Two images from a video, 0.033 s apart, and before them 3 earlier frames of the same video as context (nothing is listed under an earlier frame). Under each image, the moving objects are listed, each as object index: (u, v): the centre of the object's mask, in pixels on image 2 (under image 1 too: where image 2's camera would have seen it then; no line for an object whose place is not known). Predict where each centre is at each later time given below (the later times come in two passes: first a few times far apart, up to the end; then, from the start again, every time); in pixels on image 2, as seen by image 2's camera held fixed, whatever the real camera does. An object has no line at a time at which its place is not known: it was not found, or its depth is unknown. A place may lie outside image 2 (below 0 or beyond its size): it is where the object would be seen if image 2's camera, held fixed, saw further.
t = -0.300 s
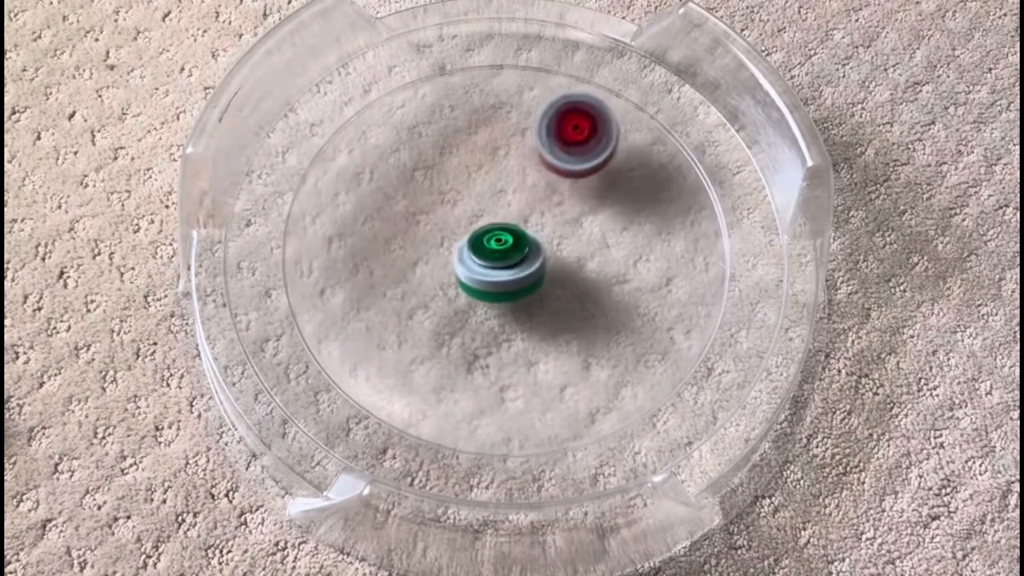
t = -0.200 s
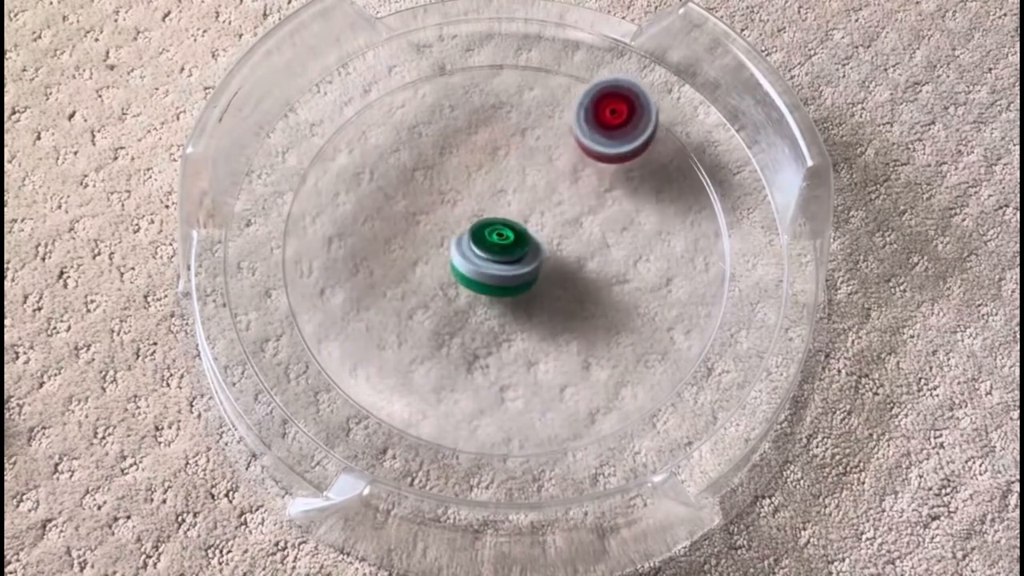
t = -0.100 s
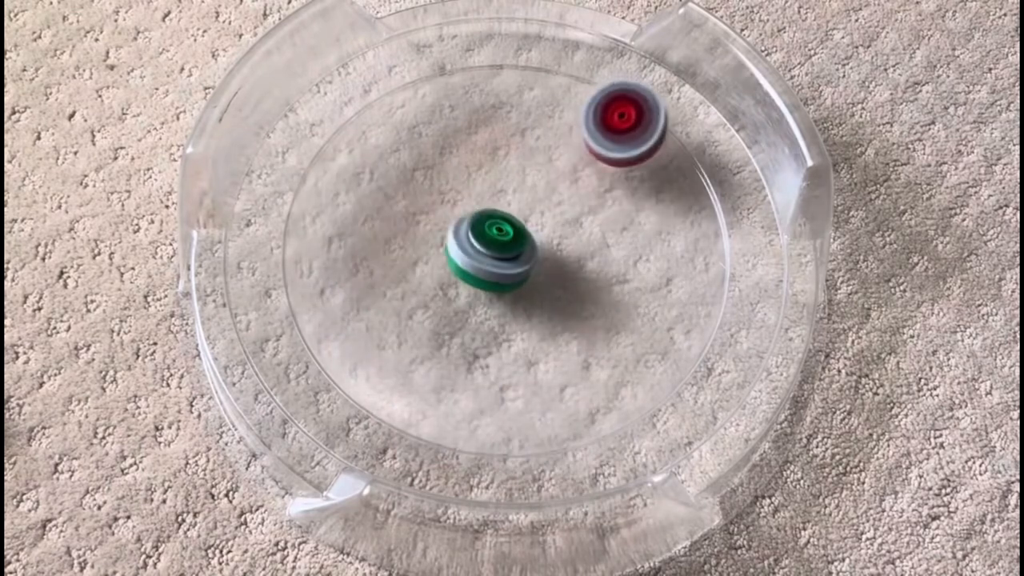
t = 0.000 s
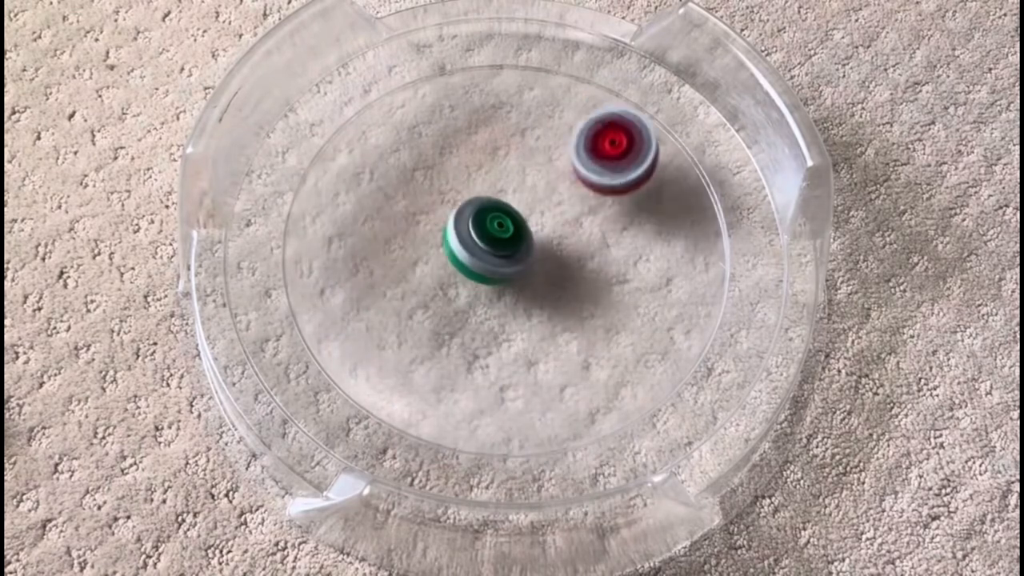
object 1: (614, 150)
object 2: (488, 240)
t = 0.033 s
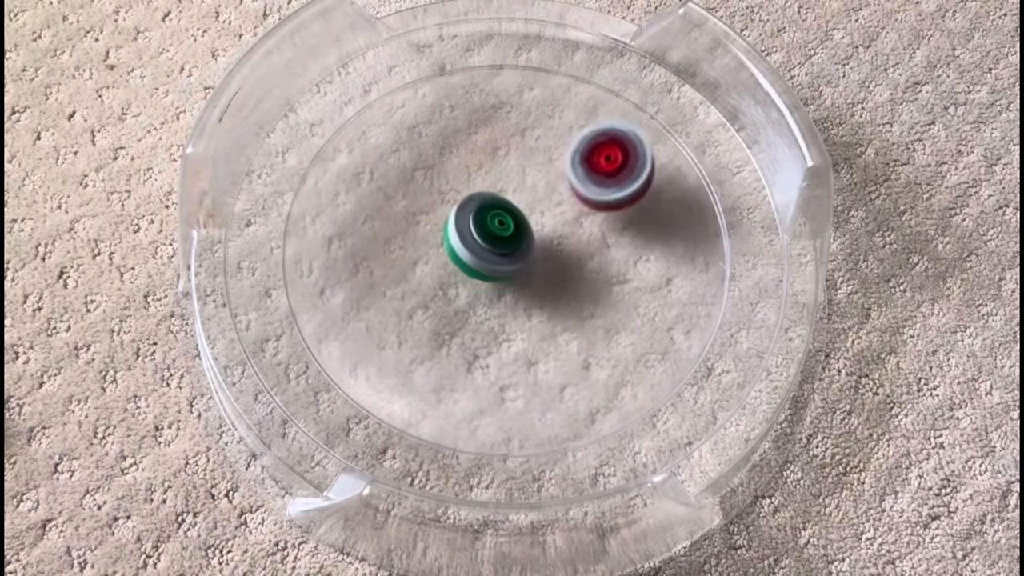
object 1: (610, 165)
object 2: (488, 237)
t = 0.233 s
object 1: (583, 259)
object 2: (502, 219)
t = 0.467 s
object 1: (531, 356)
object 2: (529, 222)
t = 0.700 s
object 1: (496, 383)
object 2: (538, 249)
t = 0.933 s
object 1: (399, 322)
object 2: (563, 233)
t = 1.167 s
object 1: (326, 256)
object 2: (561, 202)
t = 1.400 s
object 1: (362, 176)
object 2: (546, 209)
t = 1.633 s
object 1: (447, 133)
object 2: (540, 231)
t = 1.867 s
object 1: (478, 102)
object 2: (619, 362)
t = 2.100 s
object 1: (571, 221)
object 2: (572, 304)
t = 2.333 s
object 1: (599, 147)
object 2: (465, 370)
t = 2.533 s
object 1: (532, 150)
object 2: (482, 302)
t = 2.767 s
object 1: (486, 146)
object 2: (547, 218)
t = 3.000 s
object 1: (466, 171)
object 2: (594, 206)
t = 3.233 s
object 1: (435, 212)
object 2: (551, 243)
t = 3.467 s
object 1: (393, 172)
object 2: (524, 264)
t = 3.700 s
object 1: (433, 171)
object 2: (524, 254)
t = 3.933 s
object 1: (485, 204)
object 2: (530, 301)
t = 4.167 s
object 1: (489, 230)
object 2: (493, 324)
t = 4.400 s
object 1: (511, 200)
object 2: (481, 305)
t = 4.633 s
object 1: (484, 196)
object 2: (505, 275)
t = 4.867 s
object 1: (479, 191)
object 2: (527, 269)
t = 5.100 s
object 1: (481, 197)
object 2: (517, 268)
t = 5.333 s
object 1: (480, 195)
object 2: (516, 268)
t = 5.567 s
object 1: (473, 197)
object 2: (506, 270)
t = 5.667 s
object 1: (475, 197)
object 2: (505, 270)
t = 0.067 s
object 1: (607, 183)
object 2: (488, 234)
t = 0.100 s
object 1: (603, 198)
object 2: (490, 230)
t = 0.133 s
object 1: (598, 213)
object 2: (492, 226)
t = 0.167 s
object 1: (594, 229)
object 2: (495, 223)
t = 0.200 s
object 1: (589, 244)
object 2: (498, 220)
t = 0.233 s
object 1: (583, 259)
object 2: (502, 219)
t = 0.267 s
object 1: (578, 274)
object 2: (506, 218)
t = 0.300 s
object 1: (571, 289)
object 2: (511, 218)
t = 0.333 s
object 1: (564, 302)
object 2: (515, 217)
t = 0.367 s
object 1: (557, 317)
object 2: (519, 217)
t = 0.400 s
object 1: (549, 330)
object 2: (522, 217)
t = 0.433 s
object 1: (540, 344)
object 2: (526, 220)
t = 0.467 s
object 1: (531, 356)
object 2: (529, 222)
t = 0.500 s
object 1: (523, 369)
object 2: (533, 225)
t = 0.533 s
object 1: (516, 380)
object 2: (535, 228)
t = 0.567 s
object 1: (509, 389)
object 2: (537, 231)
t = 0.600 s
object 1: (506, 392)
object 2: (539, 235)
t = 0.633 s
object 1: (503, 392)
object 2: (539, 239)
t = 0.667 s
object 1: (500, 389)
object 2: (539, 245)
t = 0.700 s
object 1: (496, 383)
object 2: (538, 249)
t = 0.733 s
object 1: (492, 374)
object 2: (536, 254)
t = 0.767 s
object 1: (486, 361)
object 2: (535, 260)
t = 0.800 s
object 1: (479, 346)
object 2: (531, 264)
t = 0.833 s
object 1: (469, 332)
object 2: (527, 267)
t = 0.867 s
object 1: (439, 332)
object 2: (540, 256)
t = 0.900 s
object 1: (415, 327)
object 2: (553, 244)
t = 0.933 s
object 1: (399, 322)
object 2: (563, 233)
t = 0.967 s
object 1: (386, 318)
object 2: (571, 224)
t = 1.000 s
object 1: (372, 313)
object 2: (573, 217)
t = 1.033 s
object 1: (359, 303)
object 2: (574, 211)
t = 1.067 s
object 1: (347, 292)
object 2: (572, 207)
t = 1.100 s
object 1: (338, 282)
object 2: (569, 205)
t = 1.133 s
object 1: (331, 270)
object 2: (564, 203)
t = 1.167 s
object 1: (326, 256)
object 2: (561, 202)
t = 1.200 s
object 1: (324, 243)
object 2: (559, 203)
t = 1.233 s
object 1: (325, 230)
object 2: (557, 203)
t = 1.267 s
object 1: (328, 217)
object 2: (555, 204)
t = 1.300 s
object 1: (334, 205)
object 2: (554, 205)
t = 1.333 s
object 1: (341, 194)
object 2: (552, 206)
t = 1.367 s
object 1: (350, 184)
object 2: (549, 207)
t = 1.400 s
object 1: (362, 176)
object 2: (546, 209)
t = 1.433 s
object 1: (374, 169)
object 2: (543, 209)
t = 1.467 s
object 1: (388, 164)
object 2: (539, 210)
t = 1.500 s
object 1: (402, 161)
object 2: (536, 209)
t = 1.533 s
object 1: (417, 158)
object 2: (533, 210)
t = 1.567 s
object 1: (432, 158)
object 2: (530, 209)
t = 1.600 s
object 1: (449, 159)
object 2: (528, 210)
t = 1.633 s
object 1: (447, 133)
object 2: (540, 231)
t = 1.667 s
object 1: (439, 99)
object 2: (561, 264)
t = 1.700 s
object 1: (434, 71)
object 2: (579, 292)
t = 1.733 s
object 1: (439, 64)
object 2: (595, 317)
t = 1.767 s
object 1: (446, 67)
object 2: (608, 337)
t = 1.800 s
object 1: (454, 76)
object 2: (617, 351)
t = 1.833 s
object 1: (465, 90)
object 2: (620, 360)
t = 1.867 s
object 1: (478, 102)
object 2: (619, 362)
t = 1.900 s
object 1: (491, 117)
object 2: (614, 358)
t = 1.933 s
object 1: (509, 135)
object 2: (609, 352)
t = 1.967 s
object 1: (523, 149)
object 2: (603, 343)
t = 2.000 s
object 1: (539, 166)
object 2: (598, 334)
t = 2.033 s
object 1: (551, 183)
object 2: (592, 324)
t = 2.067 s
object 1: (562, 202)
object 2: (583, 314)
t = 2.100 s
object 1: (571, 221)
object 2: (572, 304)
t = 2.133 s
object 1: (588, 199)
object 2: (553, 330)
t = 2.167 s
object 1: (601, 179)
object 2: (532, 354)
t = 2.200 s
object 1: (609, 162)
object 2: (512, 370)
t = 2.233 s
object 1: (613, 150)
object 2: (494, 379)
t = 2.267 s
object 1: (610, 147)
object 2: (479, 381)
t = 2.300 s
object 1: (607, 145)
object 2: (469, 377)
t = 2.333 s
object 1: (599, 147)
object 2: (465, 370)
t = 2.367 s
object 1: (587, 147)
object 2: (464, 360)
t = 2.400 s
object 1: (574, 145)
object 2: (467, 351)
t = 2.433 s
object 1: (563, 145)
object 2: (471, 341)
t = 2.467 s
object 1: (552, 146)
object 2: (475, 330)
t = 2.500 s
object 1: (542, 148)
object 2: (477, 316)
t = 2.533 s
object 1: (532, 150)
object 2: (482, 302)
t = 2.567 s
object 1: (521, 150)
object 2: (488, 288)
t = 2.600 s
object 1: (511, 151)
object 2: (496, 274)
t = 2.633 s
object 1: (506, 151)
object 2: (505, 262)
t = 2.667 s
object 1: (502, 151)
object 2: (514, 249)
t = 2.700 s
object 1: (497, 150)
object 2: (525, 239)
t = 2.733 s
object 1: (492, 149)
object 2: (535, 227)
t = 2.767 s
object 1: (486, 146)
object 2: (547, 218)
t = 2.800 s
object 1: (483, 145)
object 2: (556, 212)
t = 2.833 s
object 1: (480, 147)
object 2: (568, 207)
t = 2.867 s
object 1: (477, 150)
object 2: (578, 205)
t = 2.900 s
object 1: (474, 153)
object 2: (584, 204)
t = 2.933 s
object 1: (472, 158)
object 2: (590, 204)
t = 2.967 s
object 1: (469, 164)
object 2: (592, 205)
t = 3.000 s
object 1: (466, 171)
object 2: (594, 206)
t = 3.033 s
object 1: (462, 178)
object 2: (592, 212)
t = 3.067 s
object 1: (456, 185)
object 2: (591, 216)
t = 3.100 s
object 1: (452, 192)
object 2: (586, 221)
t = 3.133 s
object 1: (449, 198)
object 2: (581, 226)
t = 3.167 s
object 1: (444, 205)
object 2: (572, 231)
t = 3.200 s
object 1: (439, 210)
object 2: (563, 237)
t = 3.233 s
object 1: (435, 212)
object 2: (551, 243)
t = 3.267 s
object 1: (431, 213)
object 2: (539, 246)
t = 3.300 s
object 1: (429, 213)
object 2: (526, 248)
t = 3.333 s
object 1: (426, 211)
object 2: (514, 249)
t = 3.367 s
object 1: (413, 201)
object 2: (515, 257)
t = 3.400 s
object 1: (404, 189)
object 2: (518, 261)
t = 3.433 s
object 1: (397, 180)
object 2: (520, 262)
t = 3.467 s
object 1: (393, 172)
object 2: (524, 264)
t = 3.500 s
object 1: (392, 166)
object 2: (526, 262)
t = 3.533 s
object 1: (392, 159)
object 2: (526, 262)
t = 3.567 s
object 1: (396, 154)
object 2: (528, 261)
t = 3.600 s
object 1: (403, 155)
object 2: (527, 258)
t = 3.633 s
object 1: (412, 159)
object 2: (527, 256)
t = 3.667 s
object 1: (421, 165)
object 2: (526, 256)
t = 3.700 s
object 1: (433, 171)
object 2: (524, 254)
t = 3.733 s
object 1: (443, 181)
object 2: (521, 252)
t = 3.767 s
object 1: (456, 192)
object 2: (518, 252)
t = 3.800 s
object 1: (462, 193)
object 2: (521, 262)
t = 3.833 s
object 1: (468, 189)
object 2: (530, 277)
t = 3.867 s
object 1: (475, 190)
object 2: (533, 288)
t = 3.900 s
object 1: (480, 196)
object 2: (533, 296)
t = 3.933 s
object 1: (485, 204)
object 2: (530, 301)
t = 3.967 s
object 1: (487, 214)
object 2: (526, 305)
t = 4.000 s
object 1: (485, 225)
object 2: (519, 309)
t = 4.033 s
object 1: (484, 232)
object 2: (511, 310)
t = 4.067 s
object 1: (485, 233)
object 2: (503, 319)
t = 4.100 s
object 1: (485, 230)
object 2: (498, 323)
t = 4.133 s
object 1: (487, 229)
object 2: (494, 326)
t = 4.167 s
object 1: (489, 230)
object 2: (493, 324)
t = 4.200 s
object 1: (491, 232)
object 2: (492, 319)
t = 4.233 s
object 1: (493, 230)
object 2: (491, 313)
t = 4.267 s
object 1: (499, 224)
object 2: (488, 318)
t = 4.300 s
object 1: (504, 214)
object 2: (483, 321)
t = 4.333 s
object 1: (507, 206)
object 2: (481, 319)
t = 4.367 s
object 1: (509, 201)
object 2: (480, 313)
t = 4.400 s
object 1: (511, 200)
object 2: (481, 305)
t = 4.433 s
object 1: (509, 199)
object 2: (484, 297)
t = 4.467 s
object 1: (506, 200)
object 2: (487, 291)
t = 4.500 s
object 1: (501, 200)
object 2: (489, 286)
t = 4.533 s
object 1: (496, 200)
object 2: (493, 282)
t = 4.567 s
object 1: (492, 200)
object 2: (497, 278)
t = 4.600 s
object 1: (488, 199)
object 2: (500, 275)
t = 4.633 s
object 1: (484, 196)
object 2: (505, 275)
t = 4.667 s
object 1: (480, 193)
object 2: (510, 271)
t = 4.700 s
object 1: (476, 191)
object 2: (515, 270)
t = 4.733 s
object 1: (474, 189)
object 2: (518, 269)
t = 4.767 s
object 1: (474, 188)
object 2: (521, 270)
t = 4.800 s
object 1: (476, 187)
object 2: (525, 270)
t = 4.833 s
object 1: (478, 189)
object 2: (526, 270)
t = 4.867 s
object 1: (479, 191)
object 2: (527, 269)
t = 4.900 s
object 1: (480, 194)
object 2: (526, 269)
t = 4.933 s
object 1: (479, 198)
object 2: (523, 269)
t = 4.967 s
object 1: (479, 200)
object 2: (522, 267)
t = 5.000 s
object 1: (479, 200)
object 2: (520, 268)
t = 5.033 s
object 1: (479, 198)
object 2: (517, 270)
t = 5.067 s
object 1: (480, 198)
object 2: (517, 271)
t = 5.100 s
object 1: (481, 197)
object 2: (517, 268)
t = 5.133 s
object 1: (480, 196)
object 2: (518, 264)
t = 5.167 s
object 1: (480, 195)
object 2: (520, 265)
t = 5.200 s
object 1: (480, 195)
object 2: (521, 265)
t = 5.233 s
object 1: (481, 195)
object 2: (520, 265)
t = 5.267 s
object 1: (481, 195)
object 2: (522, 266)
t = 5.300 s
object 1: (481, 196)
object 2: (519, 268)
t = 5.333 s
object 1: (480, 195)
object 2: (516, 268)
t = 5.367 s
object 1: (479, 195)
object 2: (515, 268)
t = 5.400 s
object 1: (478, 195)
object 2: (513, 267)
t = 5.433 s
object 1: (477, 195)
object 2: (512, 264)
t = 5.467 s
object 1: (476, 196)
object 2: (511, 264)
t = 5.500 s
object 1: (476, 196)
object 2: (510, 266)
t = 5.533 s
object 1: (474, 197)
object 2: (508, 268)
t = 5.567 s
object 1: (473, 197)
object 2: (506, 270)
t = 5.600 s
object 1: (474, 197)
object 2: (505, 270)
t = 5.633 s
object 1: (476, 197)
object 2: (504, 271)
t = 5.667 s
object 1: (475, 197)
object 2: (505, 270)
